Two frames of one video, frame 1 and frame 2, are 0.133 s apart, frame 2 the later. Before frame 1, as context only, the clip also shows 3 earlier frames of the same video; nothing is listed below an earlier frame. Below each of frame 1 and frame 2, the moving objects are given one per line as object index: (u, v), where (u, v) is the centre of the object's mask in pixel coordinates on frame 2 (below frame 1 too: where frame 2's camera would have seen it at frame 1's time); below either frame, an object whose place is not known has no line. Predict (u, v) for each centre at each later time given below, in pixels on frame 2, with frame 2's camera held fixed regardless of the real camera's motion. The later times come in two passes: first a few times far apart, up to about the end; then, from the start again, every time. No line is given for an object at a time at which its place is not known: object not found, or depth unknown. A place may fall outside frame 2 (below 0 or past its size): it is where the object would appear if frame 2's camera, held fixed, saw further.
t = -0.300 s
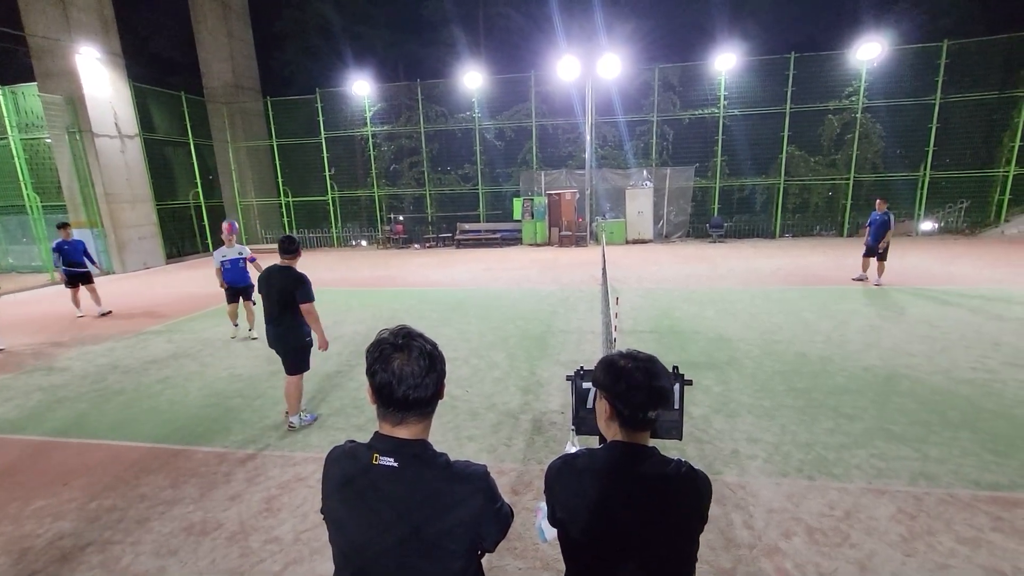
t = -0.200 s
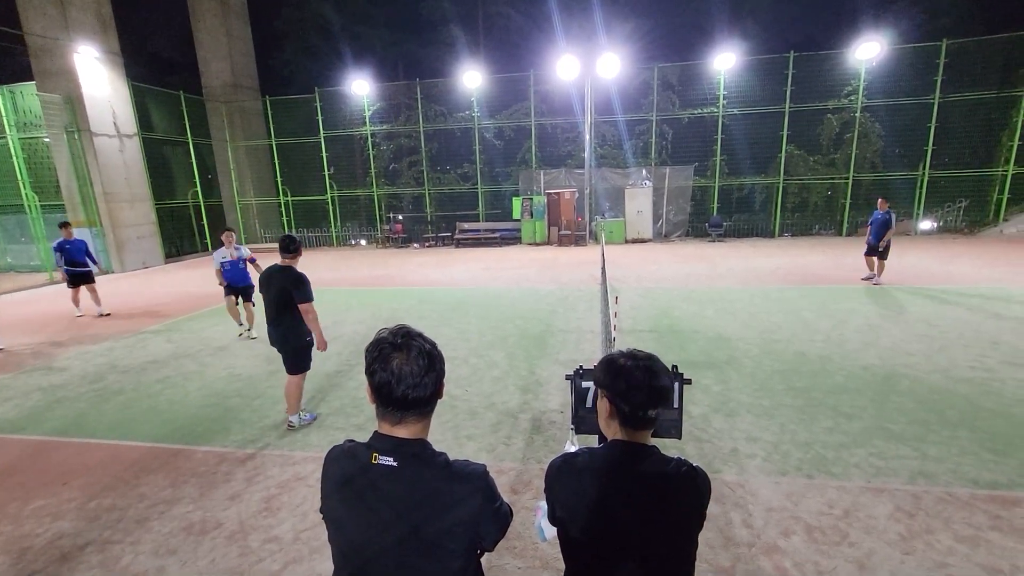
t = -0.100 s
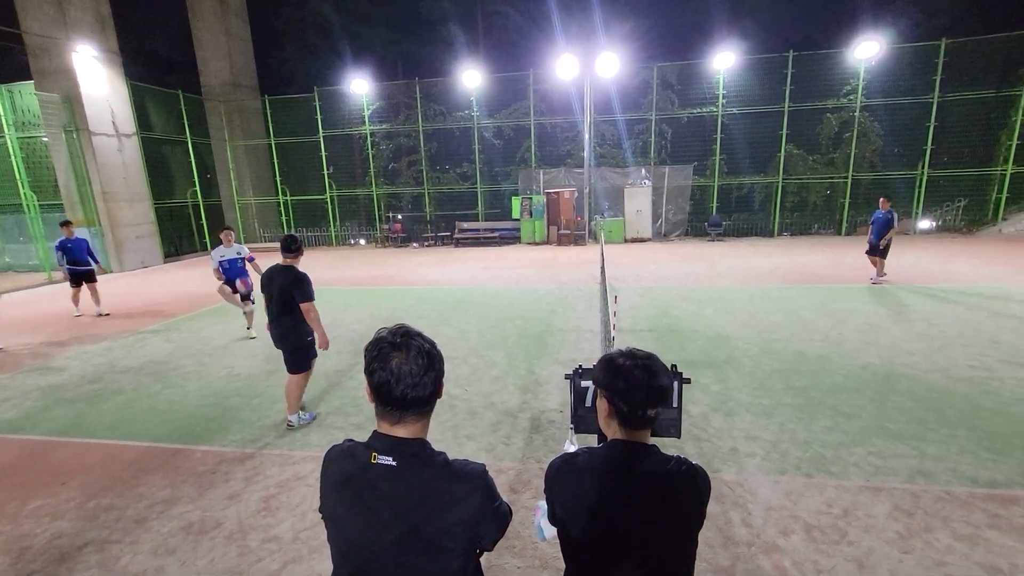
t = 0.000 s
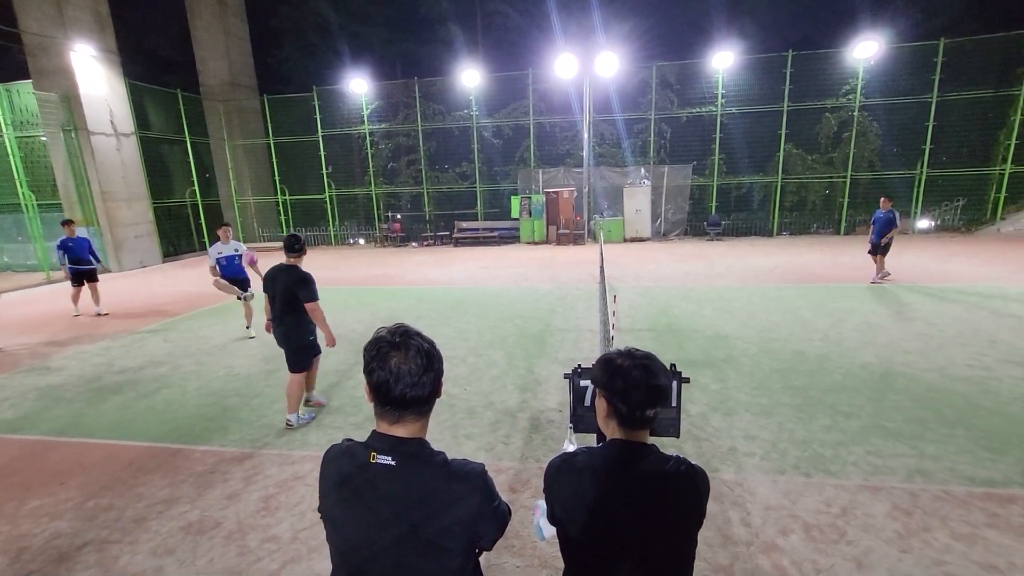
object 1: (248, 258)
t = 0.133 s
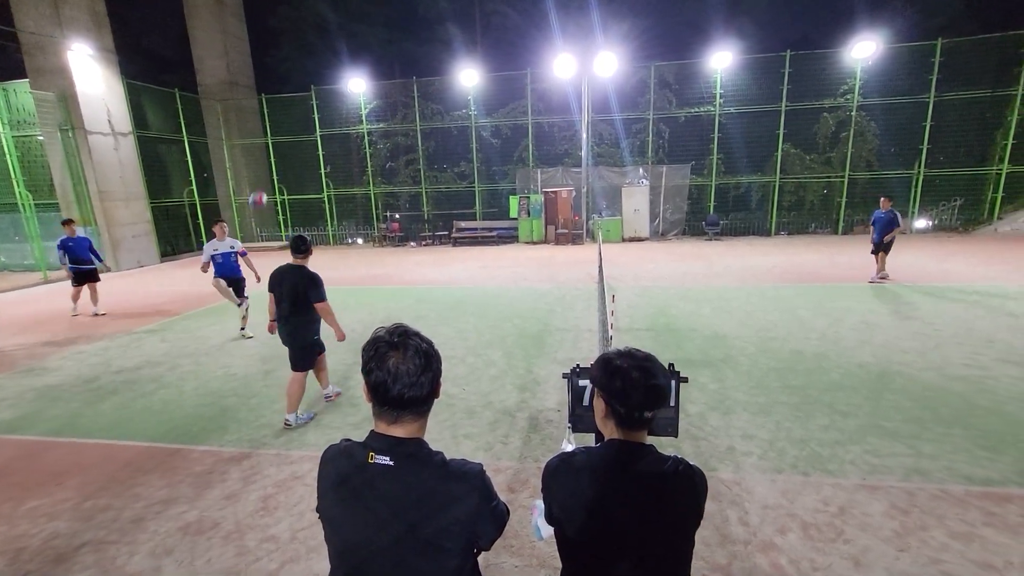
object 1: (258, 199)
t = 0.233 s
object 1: (267, 162)
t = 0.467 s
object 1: (292, 103)
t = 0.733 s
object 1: (327, 86)
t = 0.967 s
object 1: (362, 118)
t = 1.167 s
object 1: (394, 179)
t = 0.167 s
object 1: (260, 186)
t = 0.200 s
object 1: (264, 174)
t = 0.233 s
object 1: (267, 162)
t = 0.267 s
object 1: (270, 152)
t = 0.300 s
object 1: (273, 141)
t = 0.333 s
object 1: (276, 132)
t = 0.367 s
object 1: (280, 124)
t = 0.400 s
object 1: (284, 116)
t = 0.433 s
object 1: (288, 109)
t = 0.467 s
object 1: (292, 103)
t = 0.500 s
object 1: (296, 97)
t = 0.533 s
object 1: (300, 93)
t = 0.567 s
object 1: (305, 89)
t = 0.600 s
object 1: (309, 87)
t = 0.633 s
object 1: (313, 85)
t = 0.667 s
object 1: (318, 84)
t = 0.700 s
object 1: (323, 84)
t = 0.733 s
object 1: (327, 86)
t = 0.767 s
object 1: (331, 87)
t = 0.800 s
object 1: (336, 90)
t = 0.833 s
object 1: (340, 94)
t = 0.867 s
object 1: (345, 98)
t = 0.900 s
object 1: (351, 105)
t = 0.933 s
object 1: (357, 111)
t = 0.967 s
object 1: (362, 118)
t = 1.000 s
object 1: (367, 126)
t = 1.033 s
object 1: (373, 136)
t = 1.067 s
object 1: (378, 145)
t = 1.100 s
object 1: (384, 156)
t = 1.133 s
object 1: (389, 167)
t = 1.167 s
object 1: (394, 179)
